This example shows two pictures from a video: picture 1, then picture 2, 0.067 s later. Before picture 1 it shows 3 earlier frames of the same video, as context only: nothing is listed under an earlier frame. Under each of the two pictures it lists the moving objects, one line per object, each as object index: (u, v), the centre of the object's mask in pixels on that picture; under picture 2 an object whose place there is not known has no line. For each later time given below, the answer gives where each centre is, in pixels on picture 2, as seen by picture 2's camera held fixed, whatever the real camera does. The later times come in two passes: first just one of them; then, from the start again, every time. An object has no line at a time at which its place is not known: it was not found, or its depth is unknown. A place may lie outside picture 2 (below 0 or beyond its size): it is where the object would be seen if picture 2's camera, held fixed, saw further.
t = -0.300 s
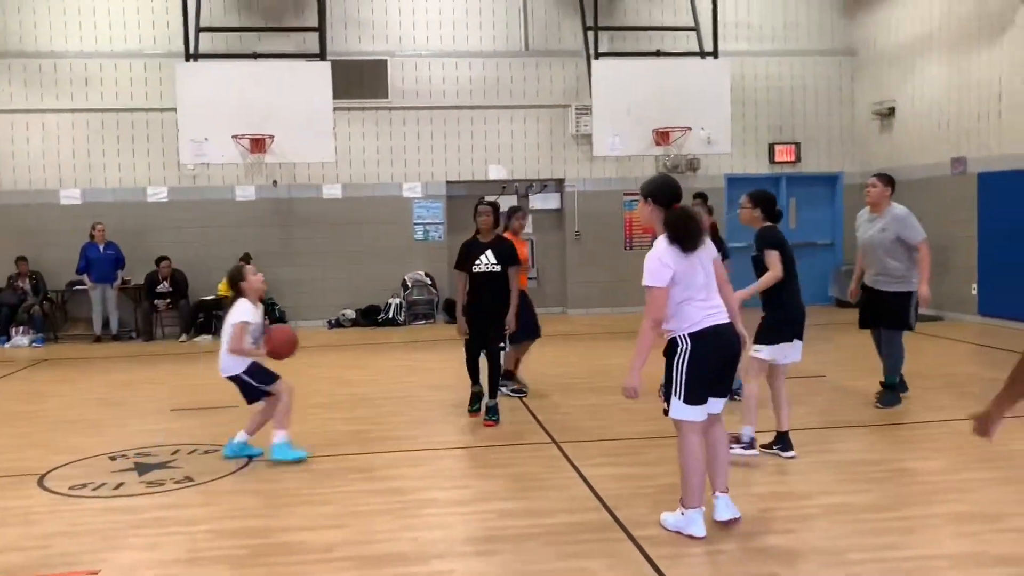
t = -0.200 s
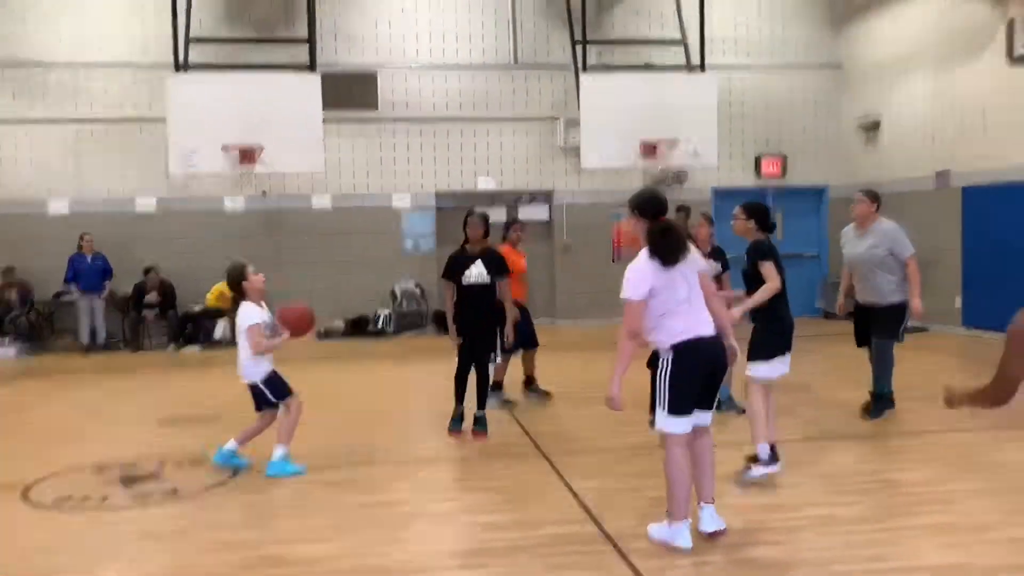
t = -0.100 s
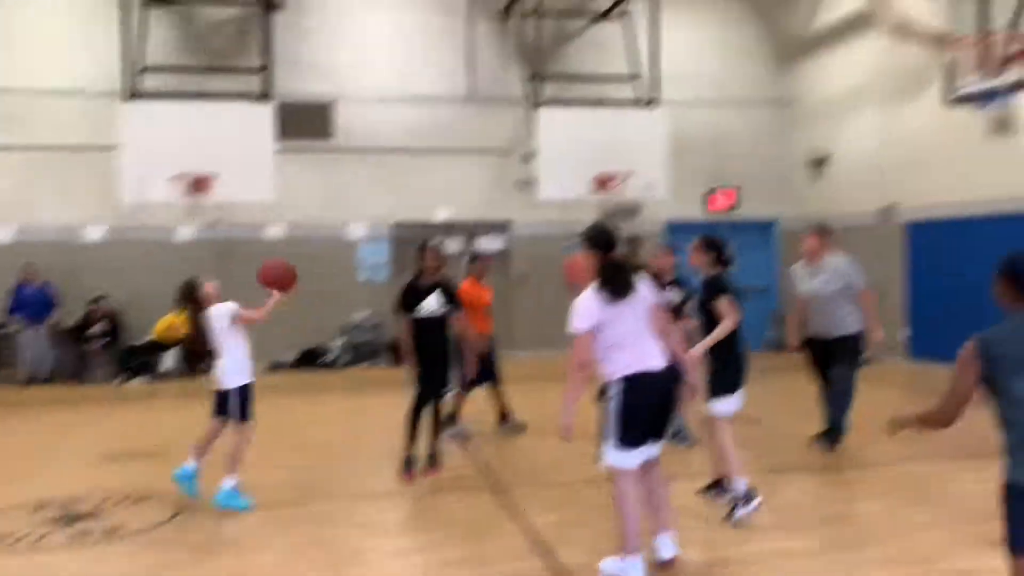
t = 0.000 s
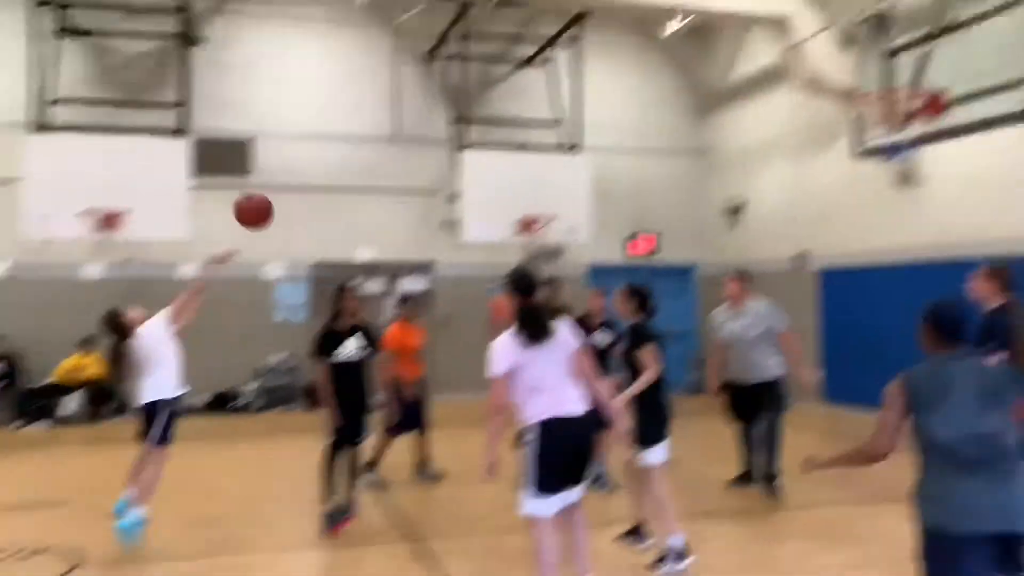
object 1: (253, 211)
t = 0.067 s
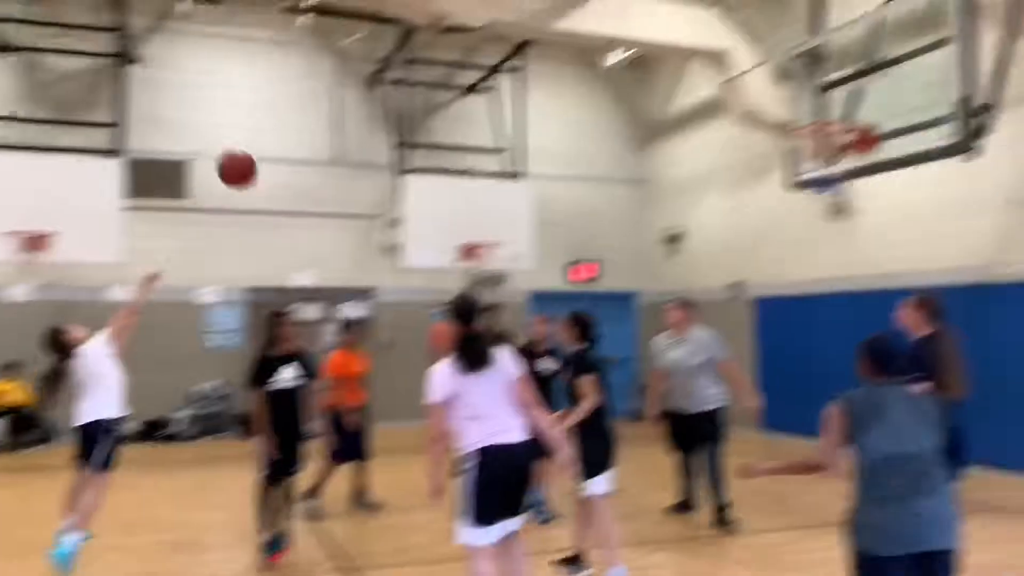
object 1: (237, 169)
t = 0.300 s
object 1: (390, 20)
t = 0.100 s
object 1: (259, 142)
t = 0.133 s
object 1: (283, 115)
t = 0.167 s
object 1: (305, 93)
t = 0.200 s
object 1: (328, 72)
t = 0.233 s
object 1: (349, 53)
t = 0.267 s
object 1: (368, 35)
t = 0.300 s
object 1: (390, 20)
